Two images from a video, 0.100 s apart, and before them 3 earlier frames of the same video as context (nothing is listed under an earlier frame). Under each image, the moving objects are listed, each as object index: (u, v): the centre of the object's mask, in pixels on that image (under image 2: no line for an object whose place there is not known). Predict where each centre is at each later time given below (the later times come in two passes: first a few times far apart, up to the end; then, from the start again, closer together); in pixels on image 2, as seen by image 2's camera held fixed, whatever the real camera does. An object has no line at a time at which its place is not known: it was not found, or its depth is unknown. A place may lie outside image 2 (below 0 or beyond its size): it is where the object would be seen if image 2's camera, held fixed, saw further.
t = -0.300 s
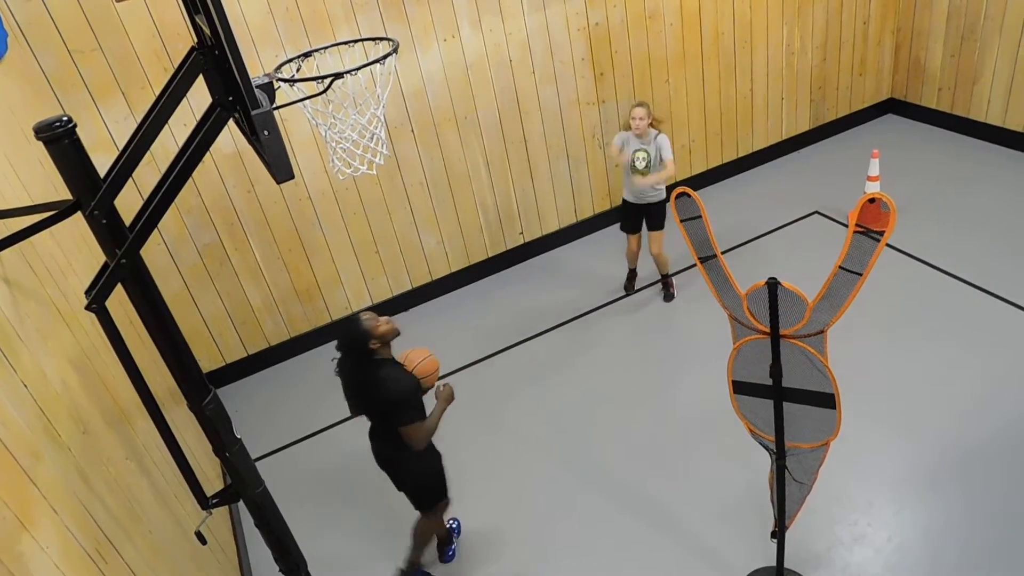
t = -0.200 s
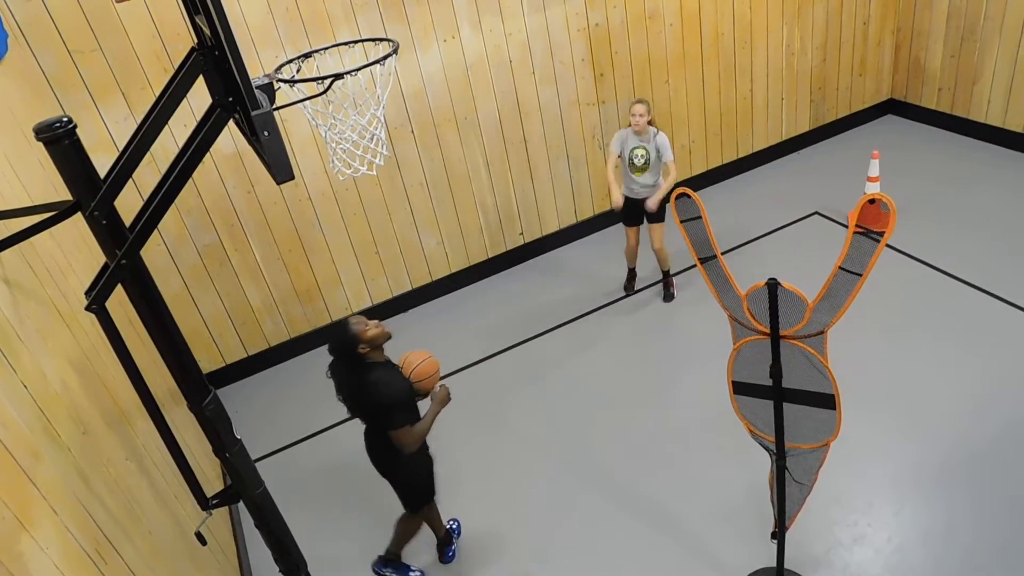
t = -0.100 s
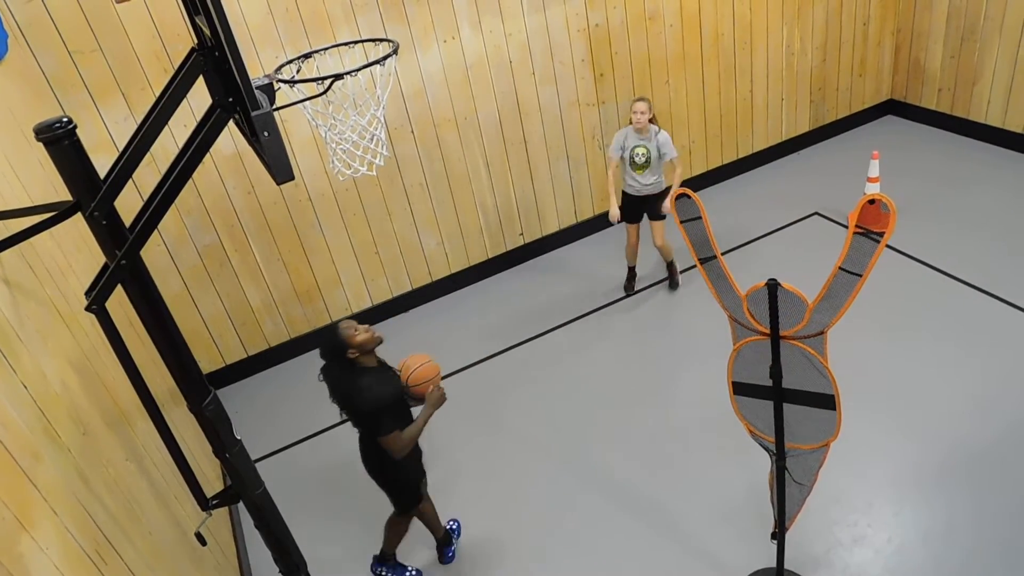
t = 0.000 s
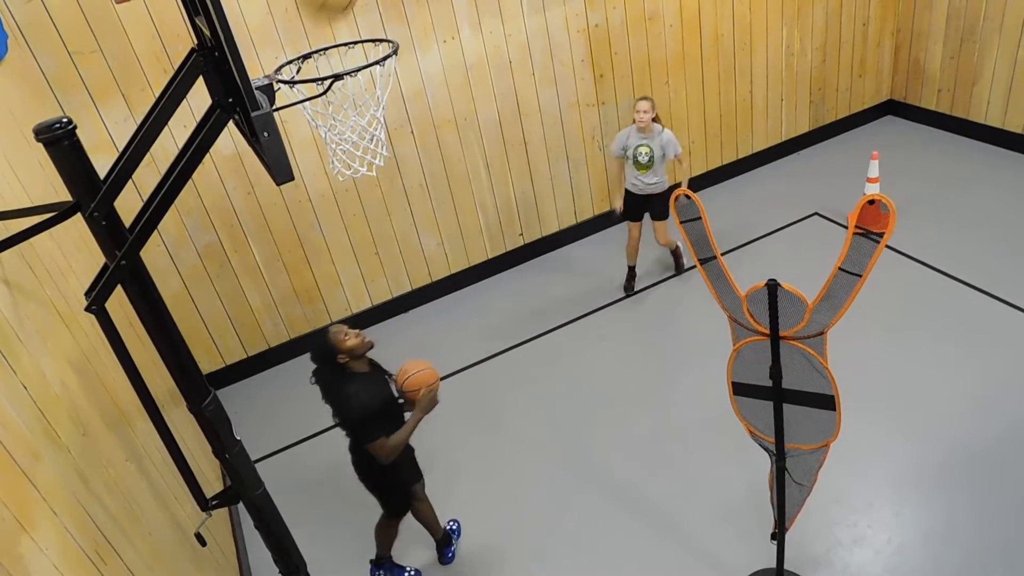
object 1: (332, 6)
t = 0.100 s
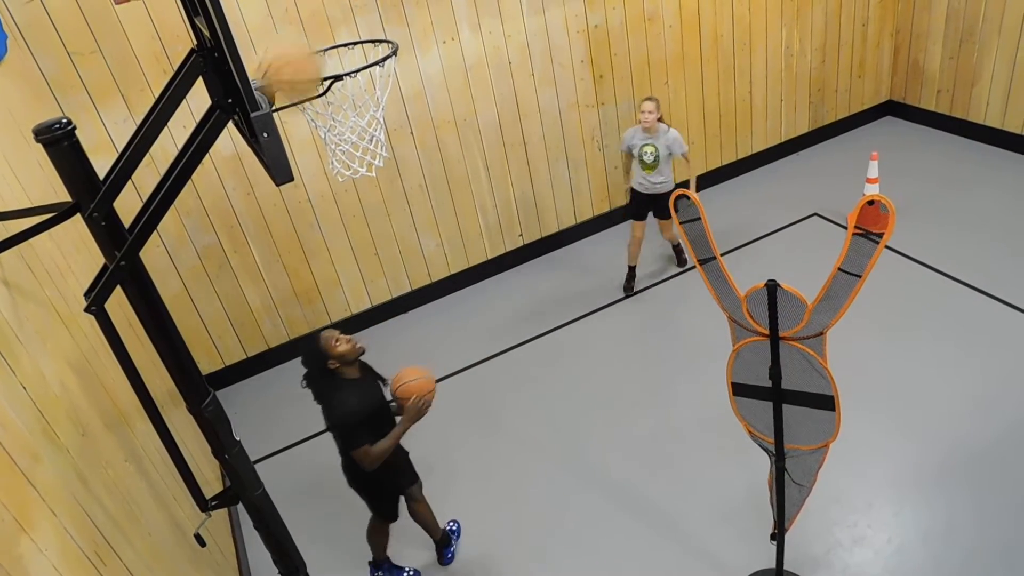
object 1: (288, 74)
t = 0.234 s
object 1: (359, 151)
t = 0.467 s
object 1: (537, 334)
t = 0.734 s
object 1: (690, 565)
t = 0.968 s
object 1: (753, 474)
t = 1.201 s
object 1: (729, 417)
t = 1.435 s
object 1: (701, 443)
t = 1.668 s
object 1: (681, 527)
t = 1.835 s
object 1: (693, 464)
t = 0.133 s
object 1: (288, 96)
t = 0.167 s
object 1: (307, 113)
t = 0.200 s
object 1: (331, 131)
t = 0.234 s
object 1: (359, 151)
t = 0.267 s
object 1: (386, 173)
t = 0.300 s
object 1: (411, 194)
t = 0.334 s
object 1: (435, 219)
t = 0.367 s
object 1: (466, 248)
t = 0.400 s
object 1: (489, 274)
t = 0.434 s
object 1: (511, 301)
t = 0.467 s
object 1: (537, 334)
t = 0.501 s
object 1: (560, 367)
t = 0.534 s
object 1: (582, 396)
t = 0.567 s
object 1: (602, 428)
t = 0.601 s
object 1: (622, 459)
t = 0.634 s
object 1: (640, 488)
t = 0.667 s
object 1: (657, 517)
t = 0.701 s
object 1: (674, 546)
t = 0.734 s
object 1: (690, 565)
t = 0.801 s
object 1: (717, 568)
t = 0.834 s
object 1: (726, 556)
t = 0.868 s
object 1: (737, 533)
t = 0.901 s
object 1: (748, 510)
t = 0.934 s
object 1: (752, 490)
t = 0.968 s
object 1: (753, 474)
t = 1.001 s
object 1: (752, 461)
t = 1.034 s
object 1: (752, 447)
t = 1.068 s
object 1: (748, 437)
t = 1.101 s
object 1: (743, 430)
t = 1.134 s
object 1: (738, 424)
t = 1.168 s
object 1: (733, 420)
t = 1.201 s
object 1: (729, 417)
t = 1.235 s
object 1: (724, 416)
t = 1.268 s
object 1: (720, 416)
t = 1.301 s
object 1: (716, 419)
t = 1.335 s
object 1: (712, 423)
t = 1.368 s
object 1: (708, 429)
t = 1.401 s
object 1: (704, 436)
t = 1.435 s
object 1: (701, 443)
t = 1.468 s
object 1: (697, 454)
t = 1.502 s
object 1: (694, 464)
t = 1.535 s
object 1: (691, 475)
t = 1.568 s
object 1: (688, 487)
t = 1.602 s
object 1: (685, 500)
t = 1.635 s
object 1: (683, 513)
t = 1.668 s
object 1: (681, 527)
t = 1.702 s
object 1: (683, 515)
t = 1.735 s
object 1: (686, 500)
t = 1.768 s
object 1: (688, 486)
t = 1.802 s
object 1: (691, 475)
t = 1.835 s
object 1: (693, 464)
